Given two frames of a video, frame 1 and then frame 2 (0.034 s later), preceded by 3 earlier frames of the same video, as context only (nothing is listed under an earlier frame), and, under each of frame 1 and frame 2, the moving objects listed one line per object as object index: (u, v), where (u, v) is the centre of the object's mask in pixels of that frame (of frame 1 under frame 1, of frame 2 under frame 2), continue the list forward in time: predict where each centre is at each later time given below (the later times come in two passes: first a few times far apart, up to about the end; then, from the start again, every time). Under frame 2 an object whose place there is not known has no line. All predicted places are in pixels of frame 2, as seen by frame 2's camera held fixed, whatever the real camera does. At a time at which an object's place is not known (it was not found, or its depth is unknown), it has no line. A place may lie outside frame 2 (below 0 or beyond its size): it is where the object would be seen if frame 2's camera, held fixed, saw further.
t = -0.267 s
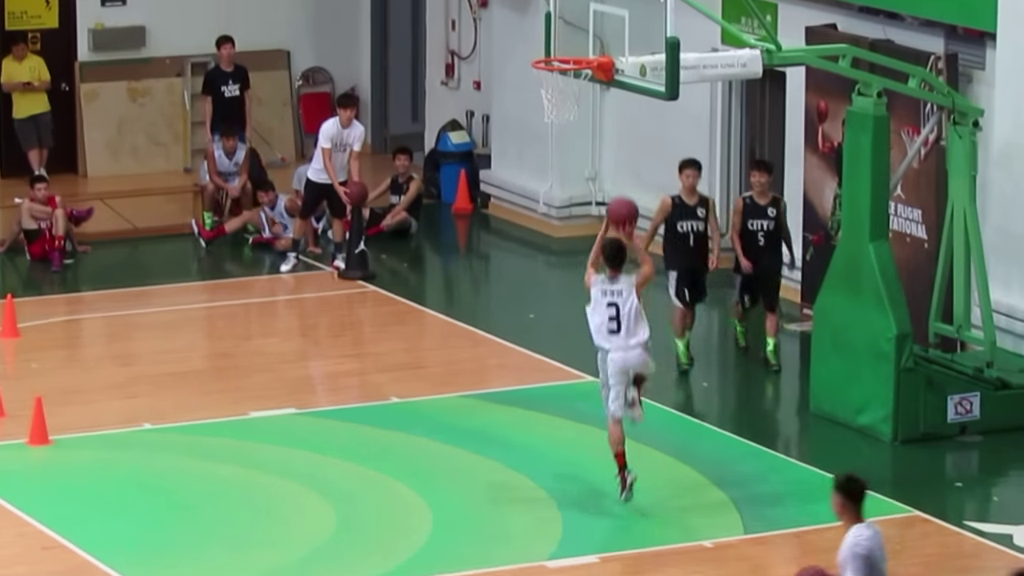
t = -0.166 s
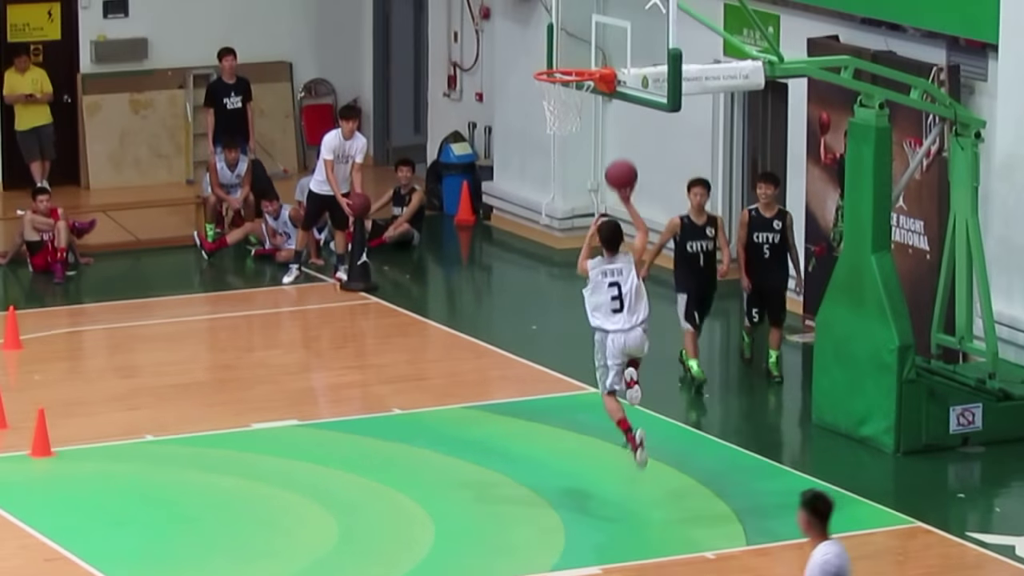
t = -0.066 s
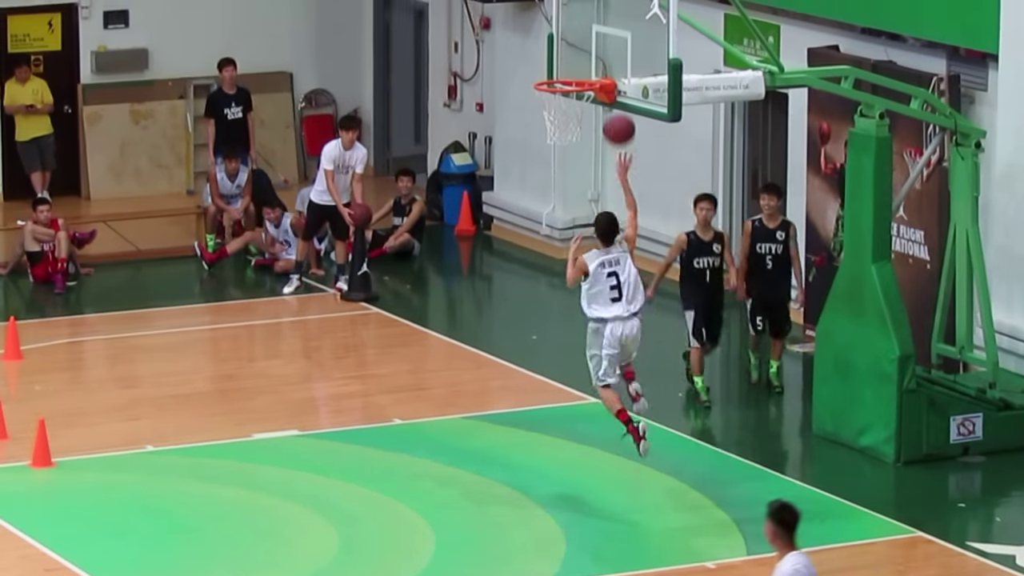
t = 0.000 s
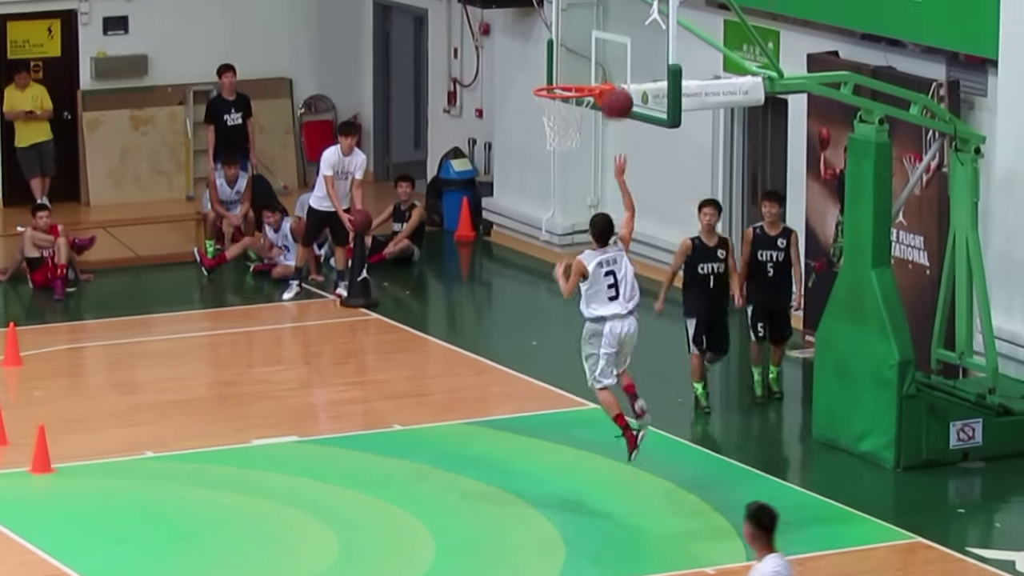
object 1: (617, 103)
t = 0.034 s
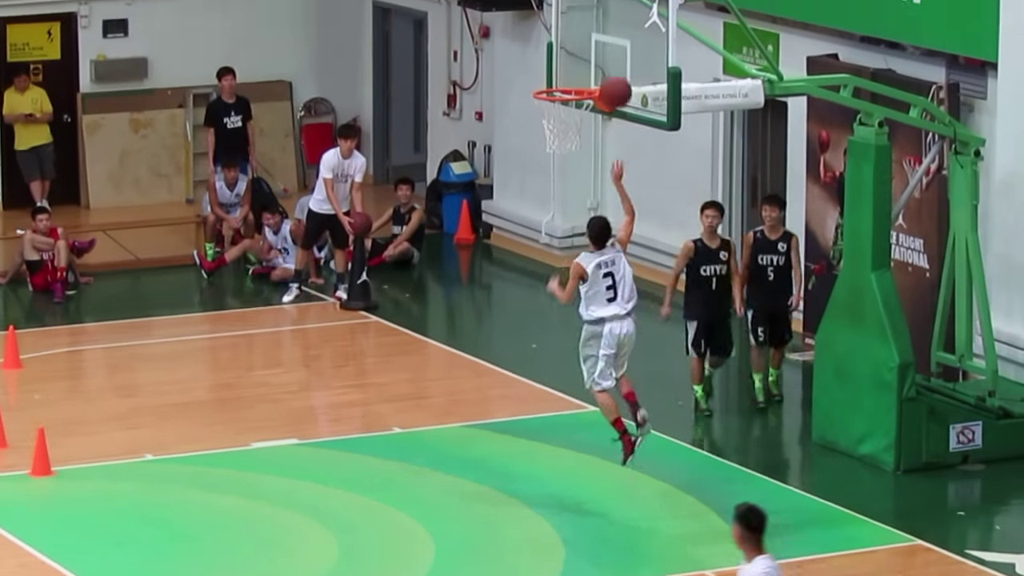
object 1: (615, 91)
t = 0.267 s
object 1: (588, 49)
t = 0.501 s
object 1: (545, 65)
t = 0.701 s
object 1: (535, 59)
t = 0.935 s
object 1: (515, 75)
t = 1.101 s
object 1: (496, 101)
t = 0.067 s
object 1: (615, 79)
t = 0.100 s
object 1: (613, 68)
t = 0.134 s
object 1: (612, 59)
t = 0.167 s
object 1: (611, 52)
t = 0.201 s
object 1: (603, 49)
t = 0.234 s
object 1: (595, 48)
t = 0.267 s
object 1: (588, 49)
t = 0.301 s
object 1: (581, 51)
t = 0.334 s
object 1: (573, 54)
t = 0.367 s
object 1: (565, 59)
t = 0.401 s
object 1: (558, 65)
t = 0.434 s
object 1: (550, 73)
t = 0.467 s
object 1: (547, 71)
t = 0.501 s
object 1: (545, 65)
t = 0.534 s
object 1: (543, 61)
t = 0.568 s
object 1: (541, 58)
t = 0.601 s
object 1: (540, 56)
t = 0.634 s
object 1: (538, 55)
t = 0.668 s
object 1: (537, 56)
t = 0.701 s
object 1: (535, 59)
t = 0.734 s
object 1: (534, 63)
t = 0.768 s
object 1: (532, 68)
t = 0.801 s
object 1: (530, 74)
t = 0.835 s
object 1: (527, 76)
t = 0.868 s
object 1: (523, 74)
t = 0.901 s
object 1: (519, 74)
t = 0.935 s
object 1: (515, 75)
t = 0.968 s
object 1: (511, 78)
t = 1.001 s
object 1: (508, 81)
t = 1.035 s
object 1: (503, 86)
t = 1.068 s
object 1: (501, 93)
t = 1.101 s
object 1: (496, 101)
